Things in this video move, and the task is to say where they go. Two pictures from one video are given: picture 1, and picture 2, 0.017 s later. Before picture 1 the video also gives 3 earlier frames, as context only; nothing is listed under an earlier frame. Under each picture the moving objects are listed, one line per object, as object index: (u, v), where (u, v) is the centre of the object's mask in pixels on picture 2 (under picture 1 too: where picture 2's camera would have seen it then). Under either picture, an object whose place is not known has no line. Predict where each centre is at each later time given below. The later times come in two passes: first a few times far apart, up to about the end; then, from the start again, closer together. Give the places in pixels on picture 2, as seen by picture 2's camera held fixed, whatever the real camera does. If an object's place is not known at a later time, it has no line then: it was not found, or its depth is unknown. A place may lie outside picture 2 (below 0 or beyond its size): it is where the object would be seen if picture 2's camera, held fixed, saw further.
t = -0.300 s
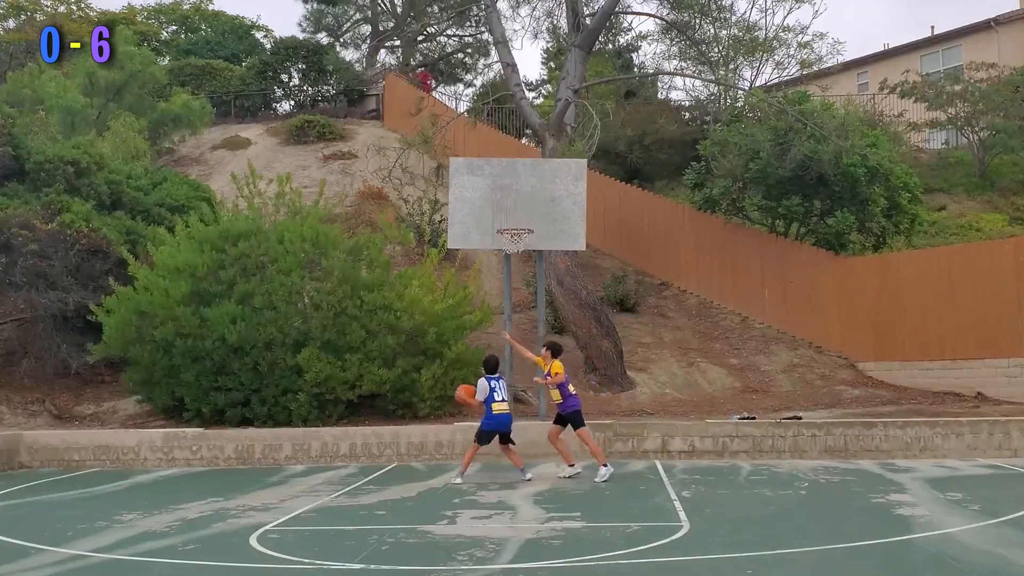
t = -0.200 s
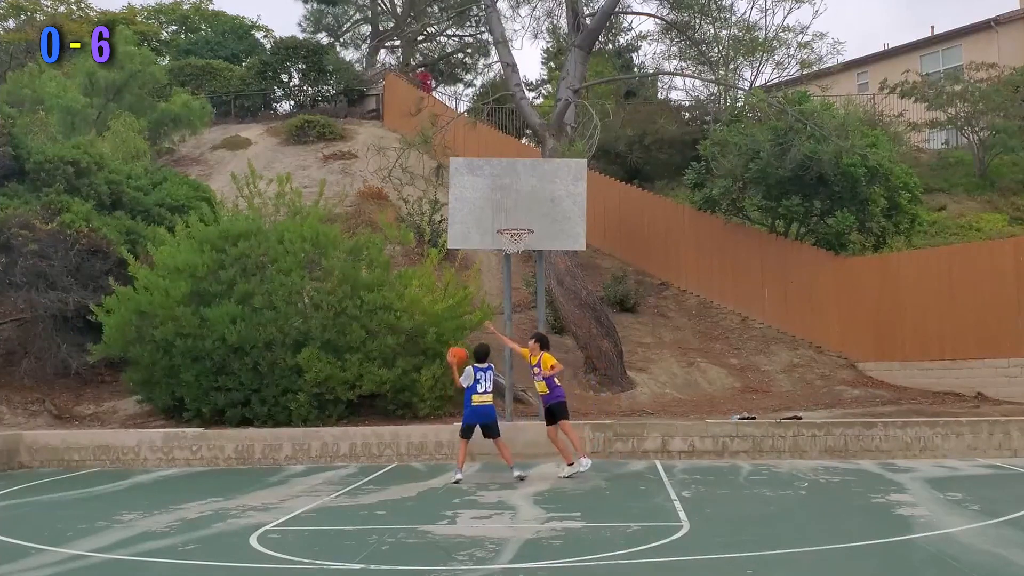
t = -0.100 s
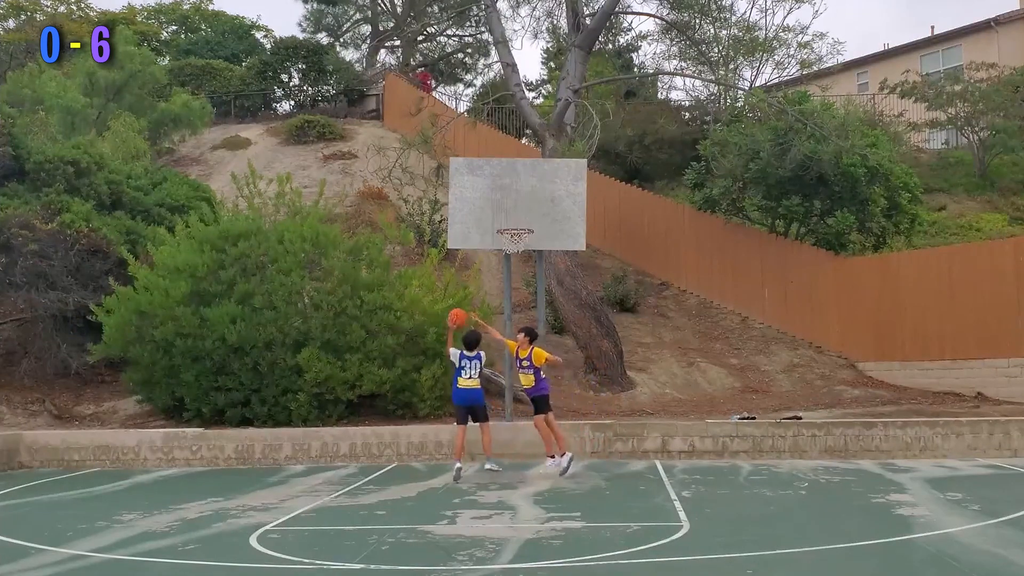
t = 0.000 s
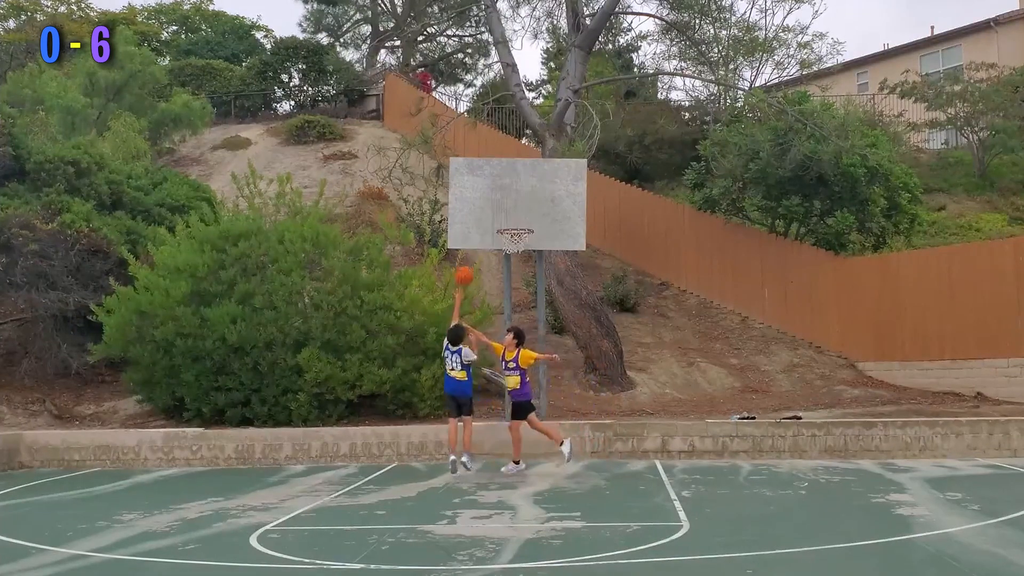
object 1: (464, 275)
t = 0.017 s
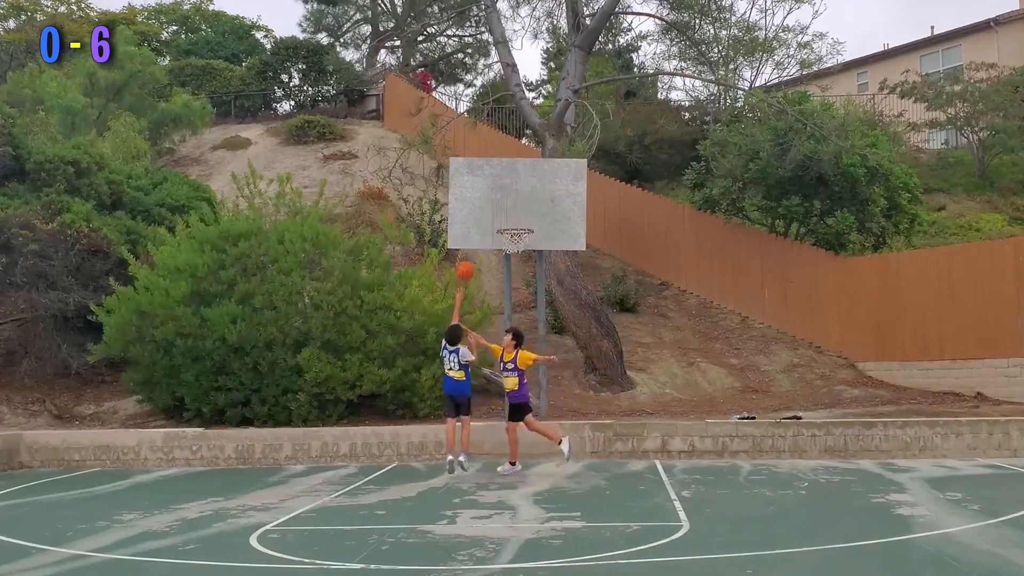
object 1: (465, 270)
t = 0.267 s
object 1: (482, 219)
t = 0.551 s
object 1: (502, 219)
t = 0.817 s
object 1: (501, 224)
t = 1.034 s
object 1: (500, 266)
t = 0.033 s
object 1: (466, 265)
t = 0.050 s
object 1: (467, 260)
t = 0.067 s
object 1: (468, 257)
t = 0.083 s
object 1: (469, 252)
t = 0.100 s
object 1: (471, 248)
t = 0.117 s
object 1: (472, 243)
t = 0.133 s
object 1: (473, 240)
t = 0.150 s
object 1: (474, 237)
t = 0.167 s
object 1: (475, 233)
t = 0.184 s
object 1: (476, 230)
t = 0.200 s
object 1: (478, 227)
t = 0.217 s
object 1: (479, 225)
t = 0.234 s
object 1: (480, 223)
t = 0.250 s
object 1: (481, 221)
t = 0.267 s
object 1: (482, 219)
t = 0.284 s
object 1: (484, 217)
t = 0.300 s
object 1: (485, 215)
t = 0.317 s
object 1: (486, 214)
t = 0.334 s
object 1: (487, 213)
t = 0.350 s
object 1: (488, 213)
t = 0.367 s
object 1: (489, 212)
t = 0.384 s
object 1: (490, 212)
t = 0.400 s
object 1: (492, 211)
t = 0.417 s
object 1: (492, 212)
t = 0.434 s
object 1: (494, 212)
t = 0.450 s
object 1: (495, 212)
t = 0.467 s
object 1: (496, 213)
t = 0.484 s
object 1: (497, 213)
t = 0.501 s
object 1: (498, 215)
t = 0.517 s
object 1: (499, 216)
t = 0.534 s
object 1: (501, 217)
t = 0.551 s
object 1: (502, 219)
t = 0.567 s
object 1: (503, 220)
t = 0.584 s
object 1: (503, 219)
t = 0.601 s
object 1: (502, 219)
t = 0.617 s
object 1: (502, 218)
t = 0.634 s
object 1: (502, 217)
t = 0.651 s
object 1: (502, 216)
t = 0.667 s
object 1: (502, 216)
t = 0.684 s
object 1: (502, 216)
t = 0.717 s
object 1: (502, 217)
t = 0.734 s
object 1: (501, 217)
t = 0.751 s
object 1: (501, 218)
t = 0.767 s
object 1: (502, 219)
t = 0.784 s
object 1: (501, 220)
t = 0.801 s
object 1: (501, 222)
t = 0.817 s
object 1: (501, 224)
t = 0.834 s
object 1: (501, 226)
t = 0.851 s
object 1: (501, 228)
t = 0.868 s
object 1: (501, 230)
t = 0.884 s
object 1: (501, 233)
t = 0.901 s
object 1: (501, 236)
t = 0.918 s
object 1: (501, 238)
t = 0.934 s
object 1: (501, 240)
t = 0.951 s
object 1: (501, 245)
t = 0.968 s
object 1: (501, 249)
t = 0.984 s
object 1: (501, 253)
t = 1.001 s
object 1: (501, 257)
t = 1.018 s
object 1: (500, 261)
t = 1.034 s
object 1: (500, 266)
